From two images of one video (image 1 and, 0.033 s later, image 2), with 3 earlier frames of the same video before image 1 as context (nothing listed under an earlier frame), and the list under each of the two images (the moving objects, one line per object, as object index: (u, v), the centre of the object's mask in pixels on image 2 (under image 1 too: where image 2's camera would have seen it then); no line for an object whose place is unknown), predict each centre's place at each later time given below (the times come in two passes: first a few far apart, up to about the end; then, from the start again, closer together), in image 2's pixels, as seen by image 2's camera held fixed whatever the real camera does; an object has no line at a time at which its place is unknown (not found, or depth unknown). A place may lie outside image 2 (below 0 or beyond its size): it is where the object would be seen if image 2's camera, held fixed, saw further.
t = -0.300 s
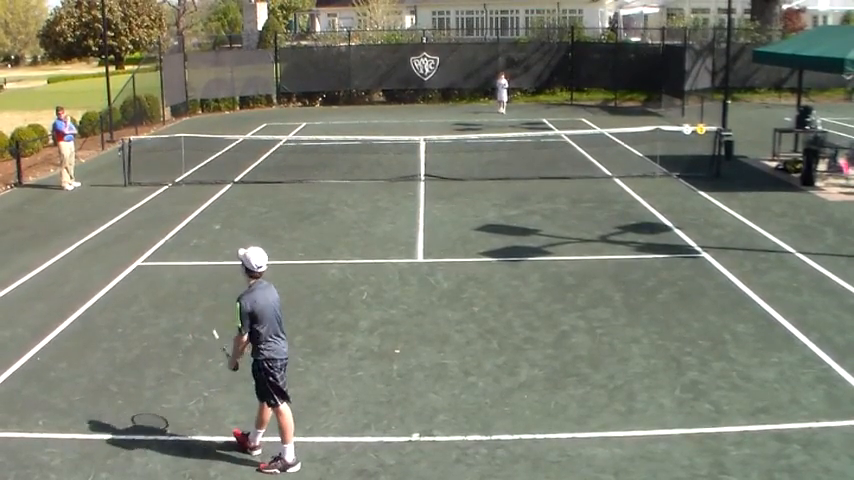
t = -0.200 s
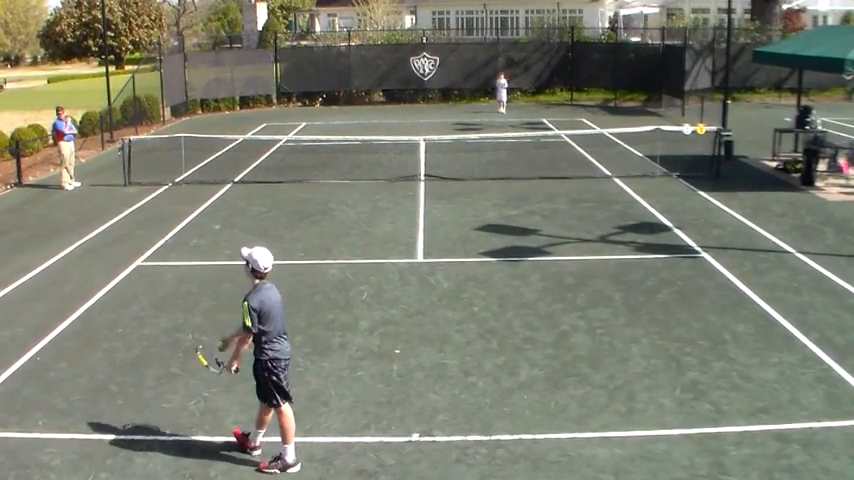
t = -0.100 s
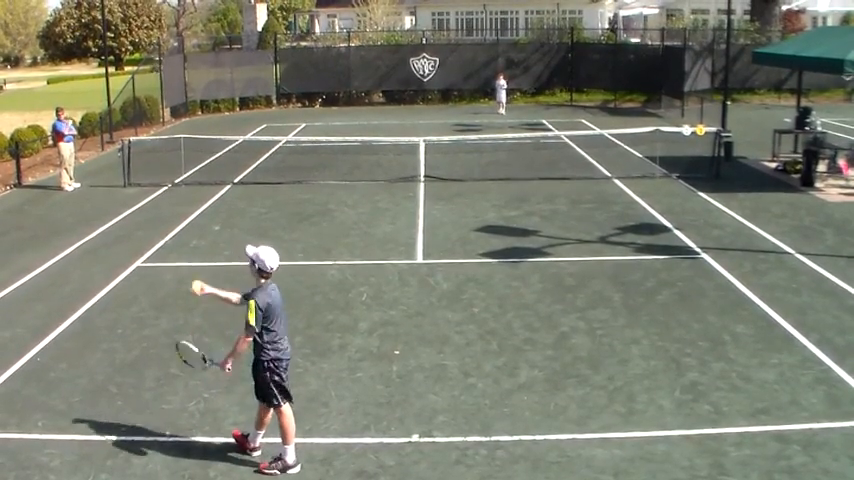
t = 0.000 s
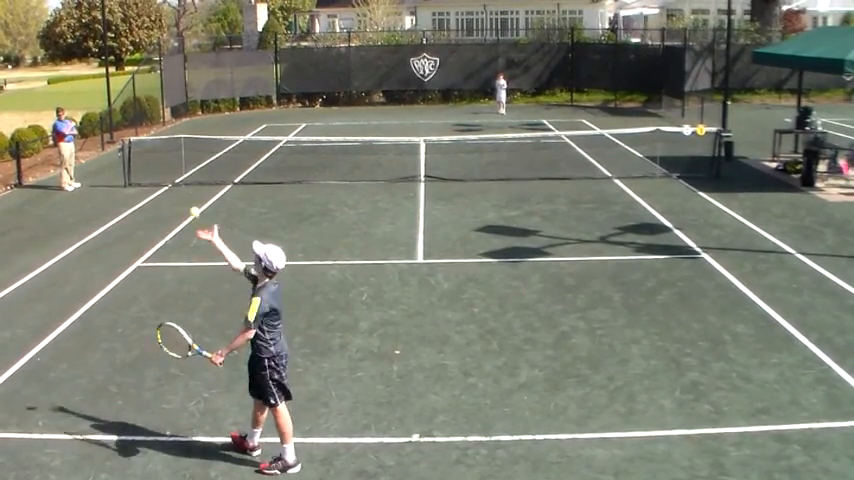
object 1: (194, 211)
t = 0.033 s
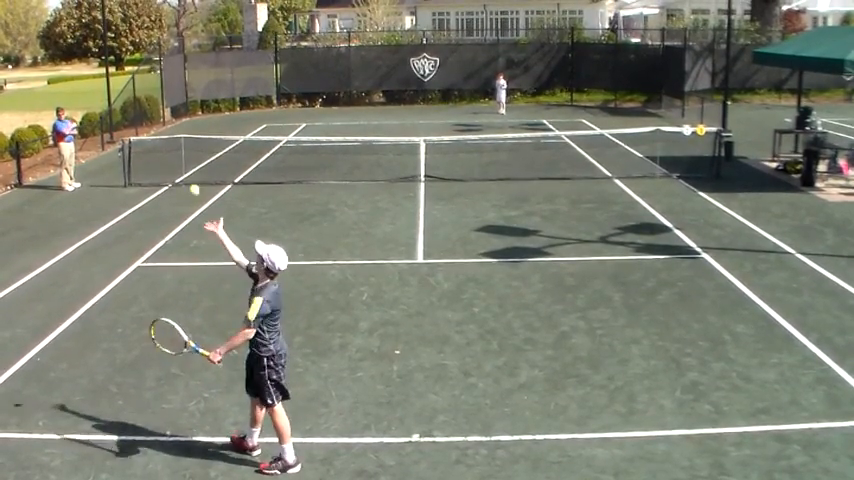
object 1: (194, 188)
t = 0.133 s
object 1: (194, 131)
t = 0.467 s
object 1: (201, 31)
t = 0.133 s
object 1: (194, 131)
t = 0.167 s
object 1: (194, 113)
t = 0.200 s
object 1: (195, 99)
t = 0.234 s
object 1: (195, 84)
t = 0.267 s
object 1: (196, 72)
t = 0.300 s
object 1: (197, 62)
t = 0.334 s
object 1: (198, 52)
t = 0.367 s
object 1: (198, 45)
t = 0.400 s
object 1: (199, 38)
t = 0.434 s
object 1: (200, 34)
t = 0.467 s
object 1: (201, 31)
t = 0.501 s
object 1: (202, 29)
